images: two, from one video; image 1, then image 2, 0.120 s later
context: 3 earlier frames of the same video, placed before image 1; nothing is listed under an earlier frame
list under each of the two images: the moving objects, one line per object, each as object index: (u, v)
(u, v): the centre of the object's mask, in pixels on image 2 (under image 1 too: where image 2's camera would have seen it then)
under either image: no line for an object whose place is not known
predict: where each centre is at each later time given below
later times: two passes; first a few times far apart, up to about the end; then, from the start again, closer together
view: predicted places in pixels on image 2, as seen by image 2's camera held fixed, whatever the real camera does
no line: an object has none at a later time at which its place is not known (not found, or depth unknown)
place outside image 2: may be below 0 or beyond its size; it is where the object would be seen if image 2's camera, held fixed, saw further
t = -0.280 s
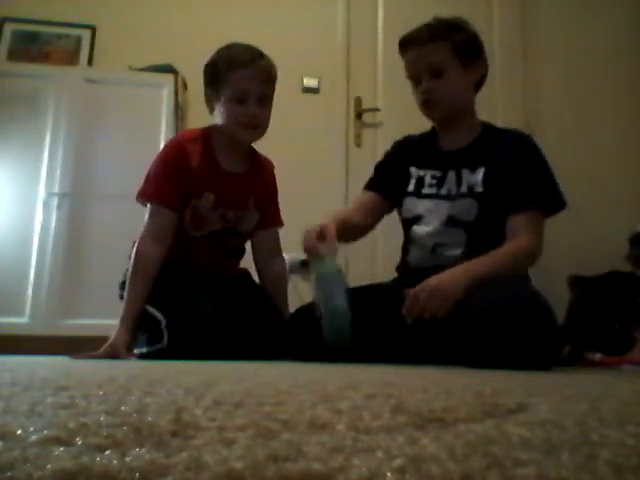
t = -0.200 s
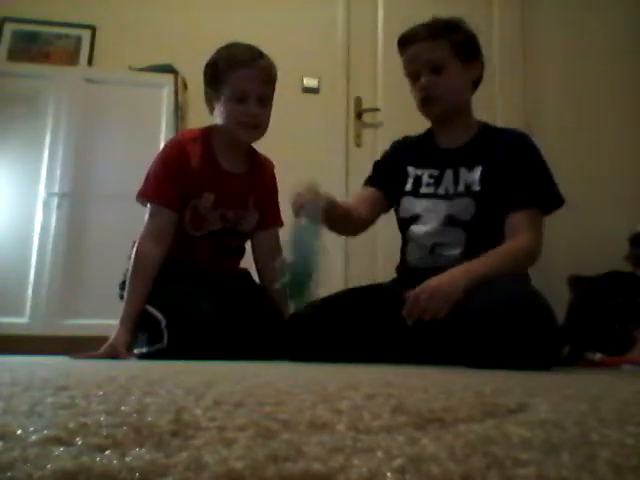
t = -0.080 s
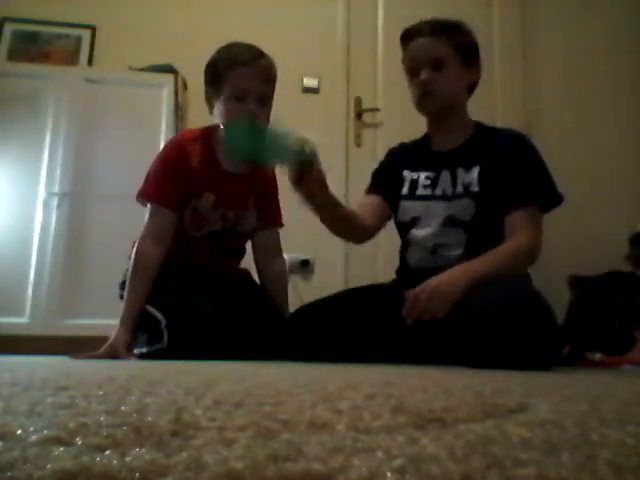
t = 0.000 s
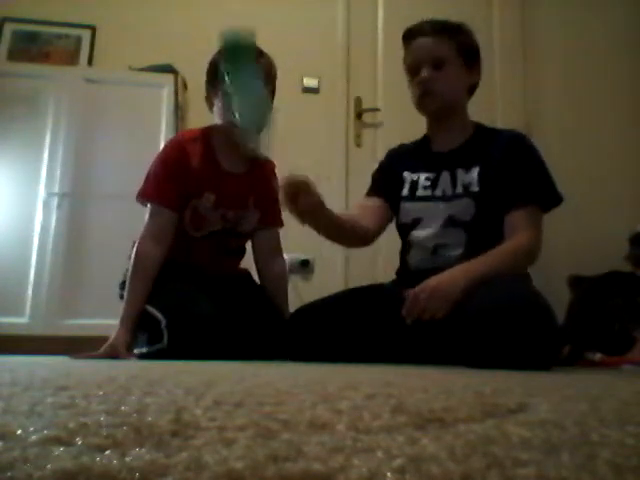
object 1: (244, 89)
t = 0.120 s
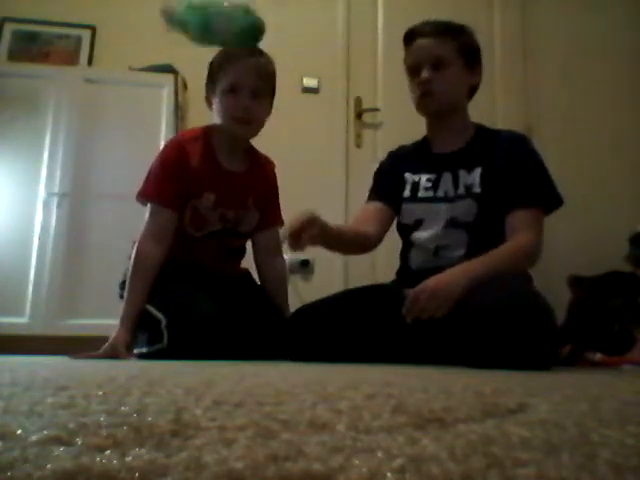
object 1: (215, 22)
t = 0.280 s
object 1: (178, 77)
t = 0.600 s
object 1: (125, 298)
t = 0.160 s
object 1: (215, 27)
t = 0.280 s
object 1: (178, 77)
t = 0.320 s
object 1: (171, 128)
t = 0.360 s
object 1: (161, 187)
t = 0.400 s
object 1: (148, 264)
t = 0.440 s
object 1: (138, 300)
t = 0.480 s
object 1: (134, 298)
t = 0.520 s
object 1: (132, 298)
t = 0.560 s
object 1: (129, 298)
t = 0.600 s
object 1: (125, 298)
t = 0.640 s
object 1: (123, 296)
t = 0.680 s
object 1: (123, 296)
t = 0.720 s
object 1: (124, 296)
